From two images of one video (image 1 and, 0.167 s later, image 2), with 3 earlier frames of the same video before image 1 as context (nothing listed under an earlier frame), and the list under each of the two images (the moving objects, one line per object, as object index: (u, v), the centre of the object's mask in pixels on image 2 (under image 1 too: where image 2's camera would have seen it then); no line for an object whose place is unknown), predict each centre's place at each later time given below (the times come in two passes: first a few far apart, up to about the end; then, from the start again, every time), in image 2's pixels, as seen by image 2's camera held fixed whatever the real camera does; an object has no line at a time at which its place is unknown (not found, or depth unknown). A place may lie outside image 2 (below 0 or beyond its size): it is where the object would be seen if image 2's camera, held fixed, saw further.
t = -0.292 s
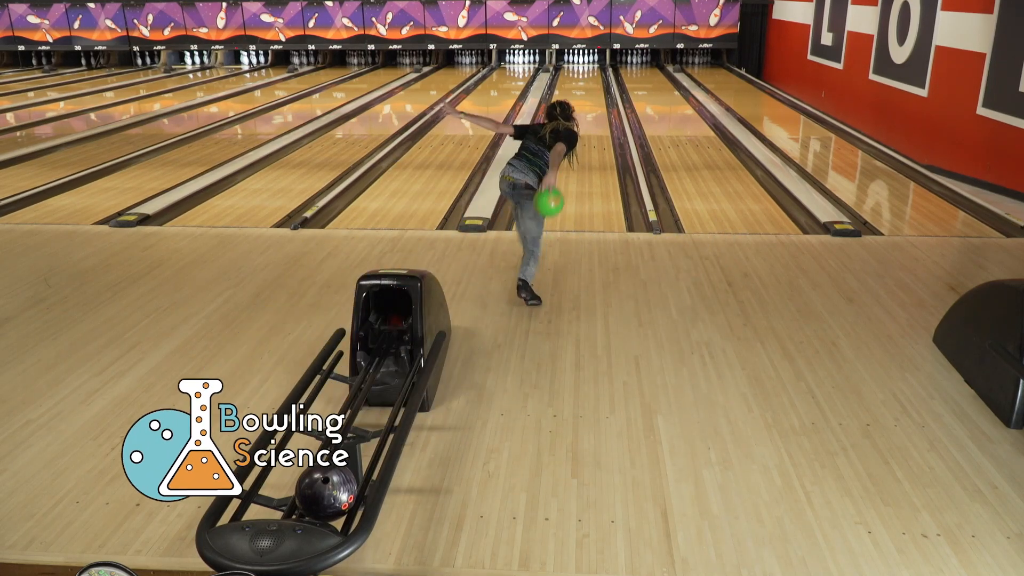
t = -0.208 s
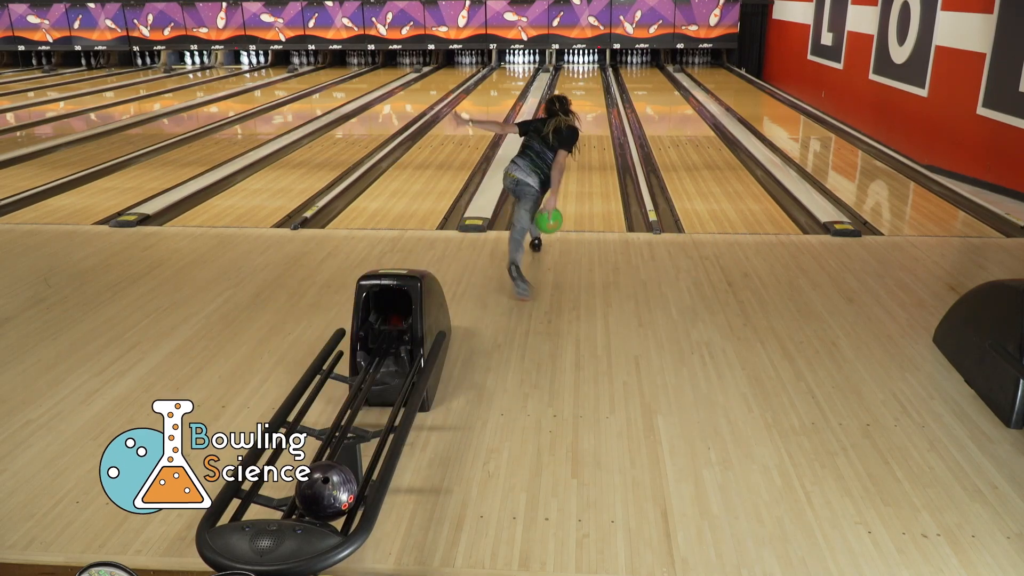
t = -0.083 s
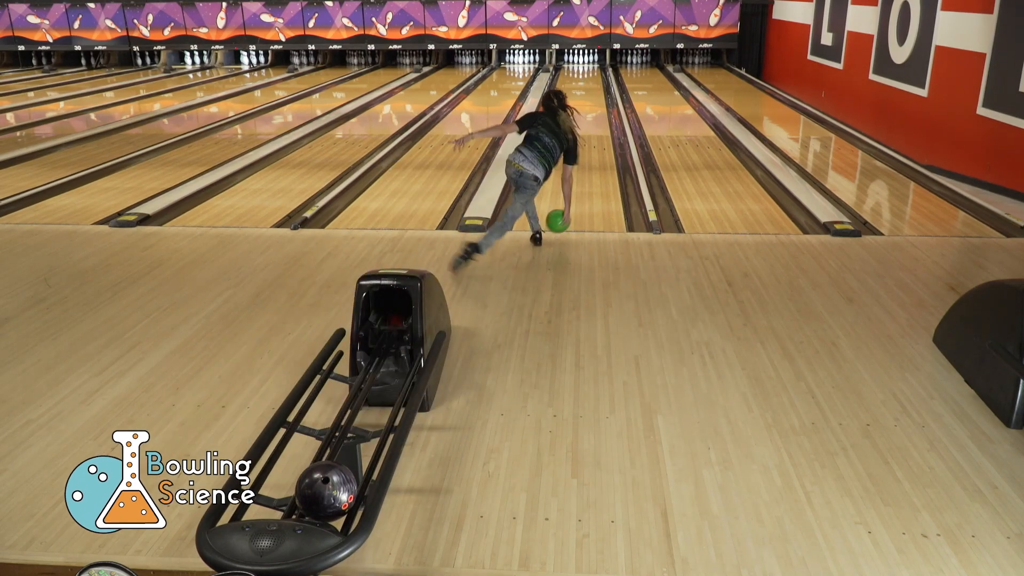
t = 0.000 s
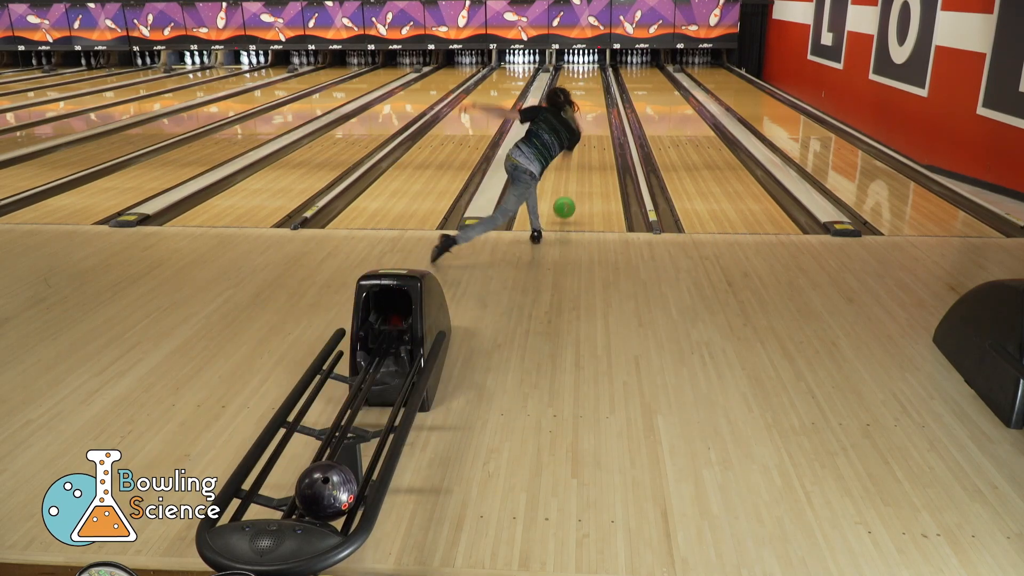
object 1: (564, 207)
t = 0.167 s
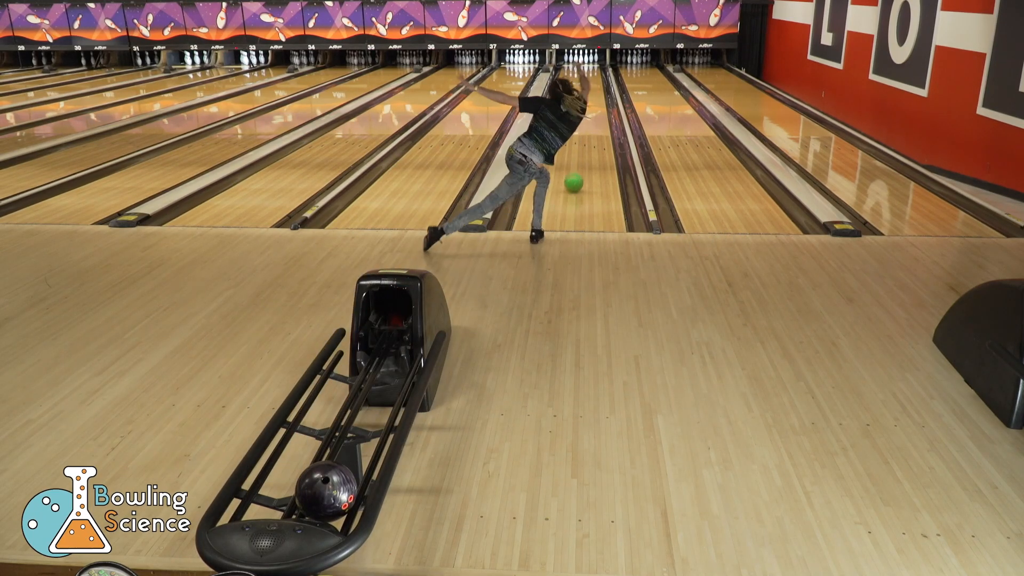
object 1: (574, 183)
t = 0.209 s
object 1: (576, 176)
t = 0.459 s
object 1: (585, 145)
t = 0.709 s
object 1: (591, 123)
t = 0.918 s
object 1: (595, 108)
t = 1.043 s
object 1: (596, 102)
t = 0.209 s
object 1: (576, 176)
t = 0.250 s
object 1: (578, 171)
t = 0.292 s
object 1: (579, 165)
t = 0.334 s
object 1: (581, 159)
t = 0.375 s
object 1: (582, 154)
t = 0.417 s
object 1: (584, 150)
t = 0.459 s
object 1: (585, 145)
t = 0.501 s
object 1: (586, 141)
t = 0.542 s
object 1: (587, 137)
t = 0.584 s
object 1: (588, 133)
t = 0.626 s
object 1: (589, 130)
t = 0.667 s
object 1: (590, 126)
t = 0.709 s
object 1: (591, 123)
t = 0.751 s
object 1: (592, 120)
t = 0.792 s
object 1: (593, 117)
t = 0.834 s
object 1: (594, 114)
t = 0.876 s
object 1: (594, 112)
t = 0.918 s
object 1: (595, 108)
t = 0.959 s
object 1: (595, 106)
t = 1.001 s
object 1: (596, 104)
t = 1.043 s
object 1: (596, 102)
